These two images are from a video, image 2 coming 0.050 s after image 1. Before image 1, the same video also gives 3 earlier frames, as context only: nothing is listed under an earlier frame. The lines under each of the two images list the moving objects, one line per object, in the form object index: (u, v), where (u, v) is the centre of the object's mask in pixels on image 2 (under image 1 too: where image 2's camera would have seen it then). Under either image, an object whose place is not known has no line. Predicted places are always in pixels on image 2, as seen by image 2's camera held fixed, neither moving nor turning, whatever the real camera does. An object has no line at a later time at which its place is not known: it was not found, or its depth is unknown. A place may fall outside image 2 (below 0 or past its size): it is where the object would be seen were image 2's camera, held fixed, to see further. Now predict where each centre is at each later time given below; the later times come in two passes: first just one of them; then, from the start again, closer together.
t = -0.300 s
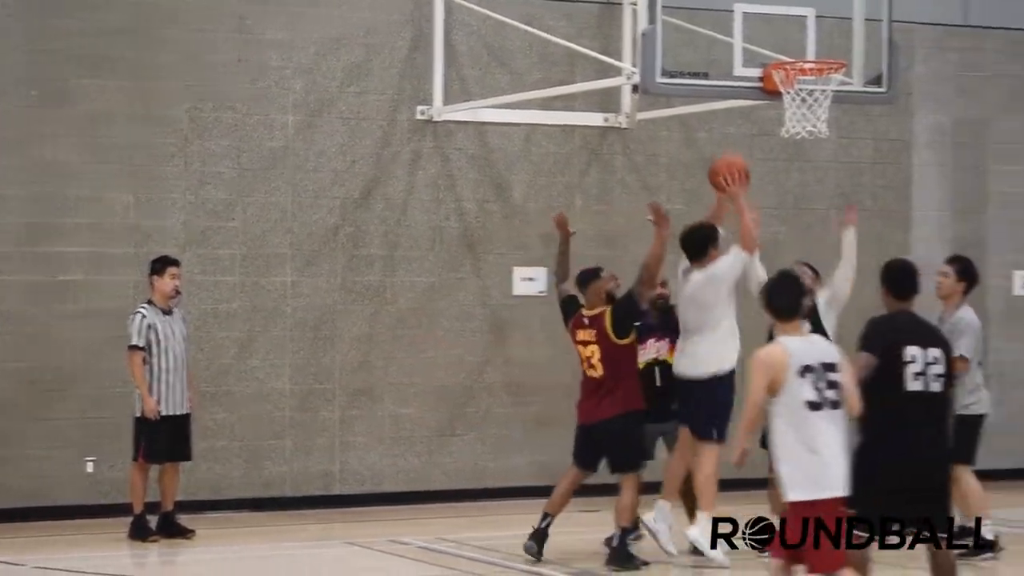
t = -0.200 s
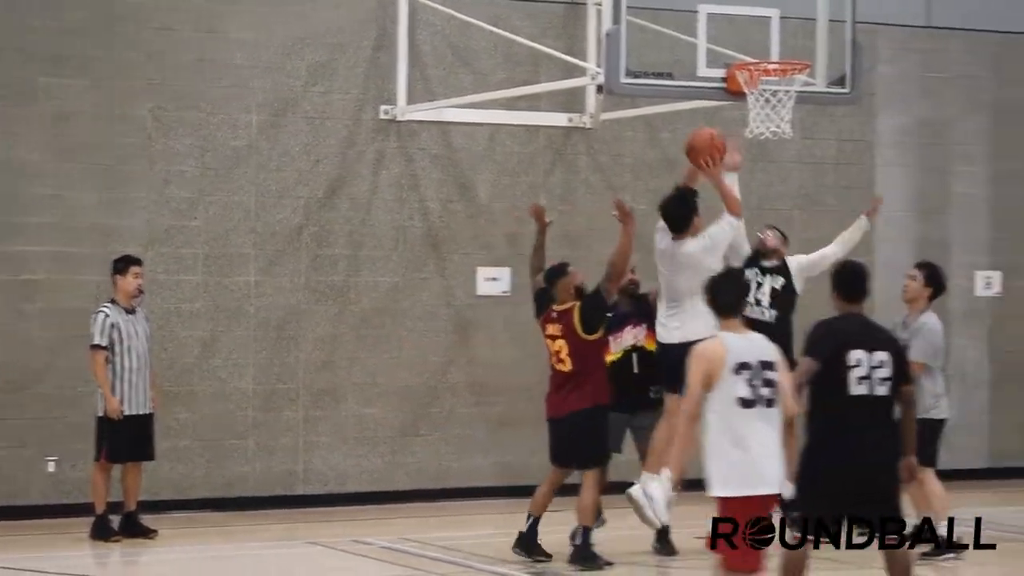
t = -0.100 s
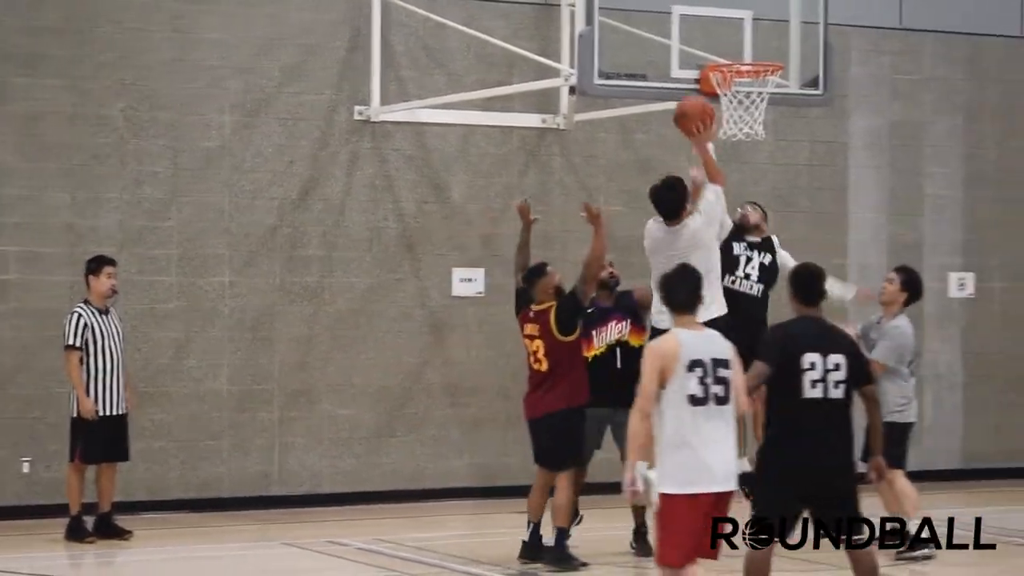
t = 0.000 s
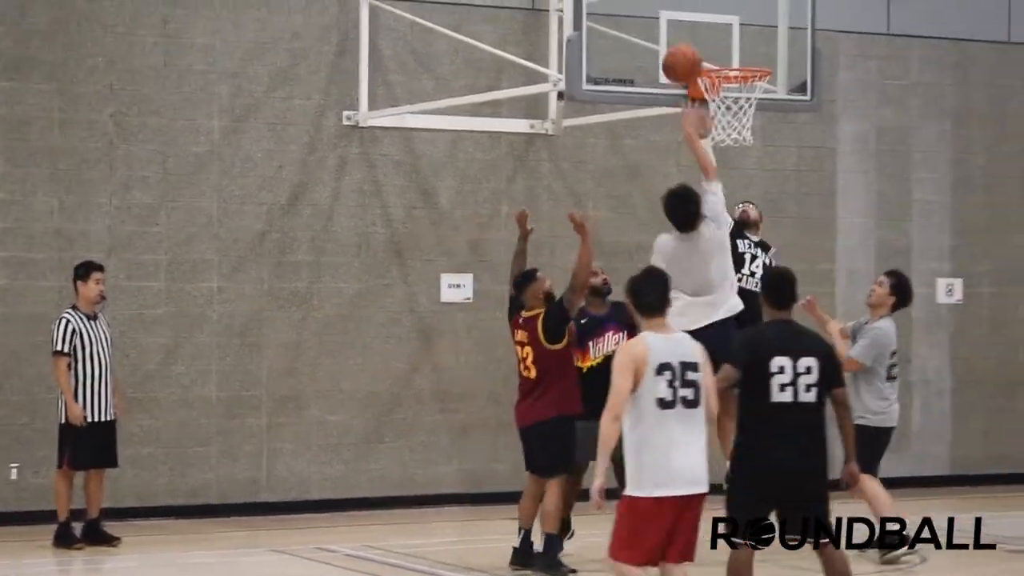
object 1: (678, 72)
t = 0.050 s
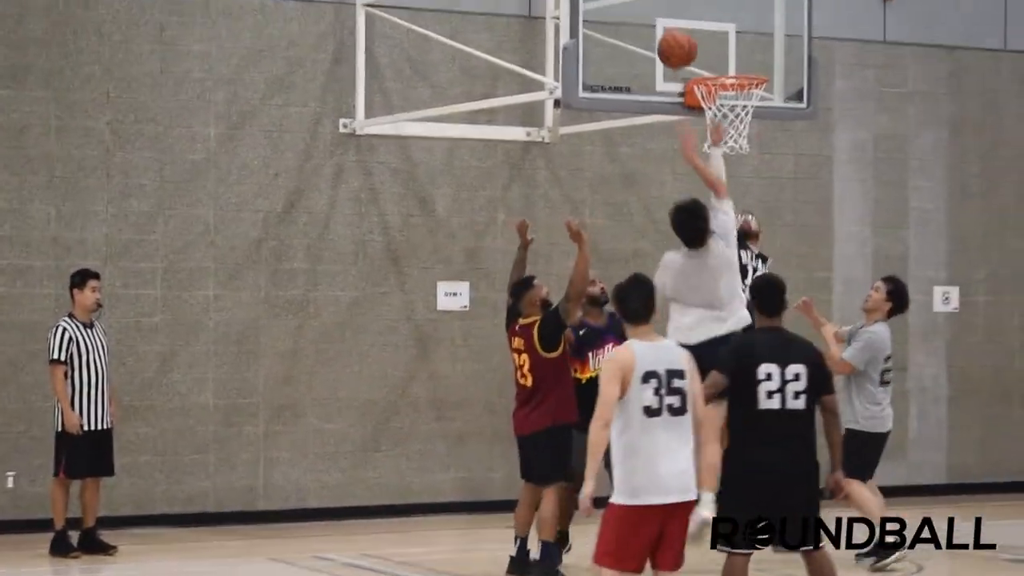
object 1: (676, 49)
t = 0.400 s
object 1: (668, 4)
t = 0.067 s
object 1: (678, 43)
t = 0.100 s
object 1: (676, 30)
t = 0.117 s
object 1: (676, 25)
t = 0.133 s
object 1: (676, 20)
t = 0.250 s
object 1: (672, -1)
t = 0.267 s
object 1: (671, -1)
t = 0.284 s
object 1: (670, -2)
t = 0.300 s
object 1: (670, -2)
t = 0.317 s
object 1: (670, -2)
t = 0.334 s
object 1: (669, -1)
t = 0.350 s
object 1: (669, -1)
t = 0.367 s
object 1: (668, 0)
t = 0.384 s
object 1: (667, 2)
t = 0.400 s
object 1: (668, 4)
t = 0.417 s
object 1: (673, 6)
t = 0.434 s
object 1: (677, 9)
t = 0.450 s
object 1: (682, 12)
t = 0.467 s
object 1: (687, 14)
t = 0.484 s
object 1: (692, 17)
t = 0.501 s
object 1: (697, 22)
